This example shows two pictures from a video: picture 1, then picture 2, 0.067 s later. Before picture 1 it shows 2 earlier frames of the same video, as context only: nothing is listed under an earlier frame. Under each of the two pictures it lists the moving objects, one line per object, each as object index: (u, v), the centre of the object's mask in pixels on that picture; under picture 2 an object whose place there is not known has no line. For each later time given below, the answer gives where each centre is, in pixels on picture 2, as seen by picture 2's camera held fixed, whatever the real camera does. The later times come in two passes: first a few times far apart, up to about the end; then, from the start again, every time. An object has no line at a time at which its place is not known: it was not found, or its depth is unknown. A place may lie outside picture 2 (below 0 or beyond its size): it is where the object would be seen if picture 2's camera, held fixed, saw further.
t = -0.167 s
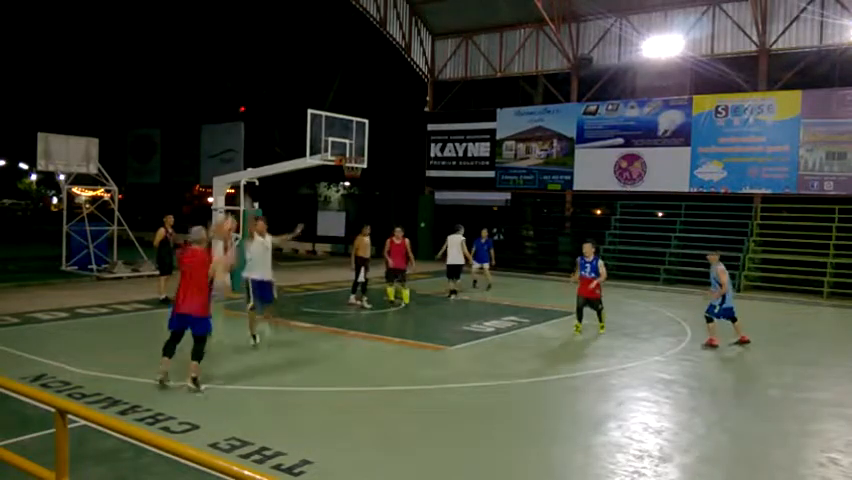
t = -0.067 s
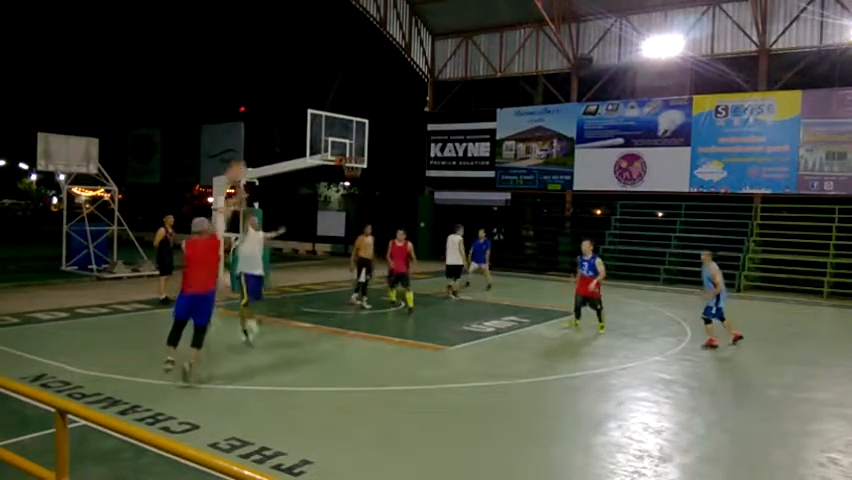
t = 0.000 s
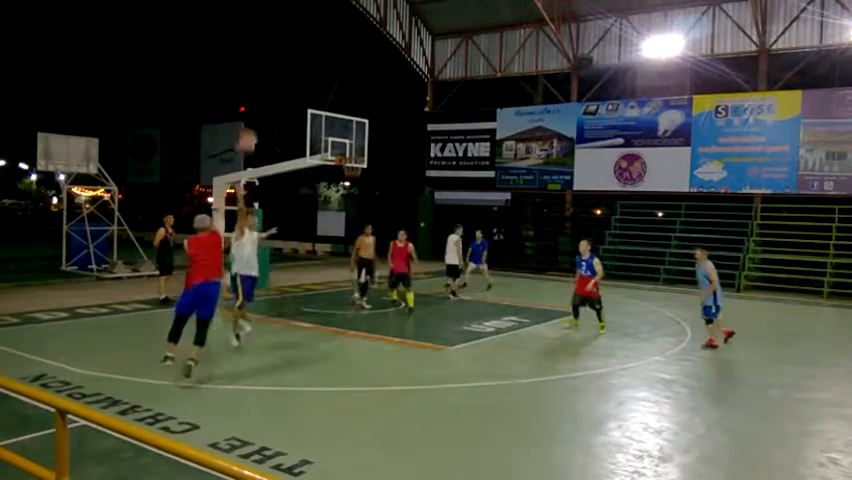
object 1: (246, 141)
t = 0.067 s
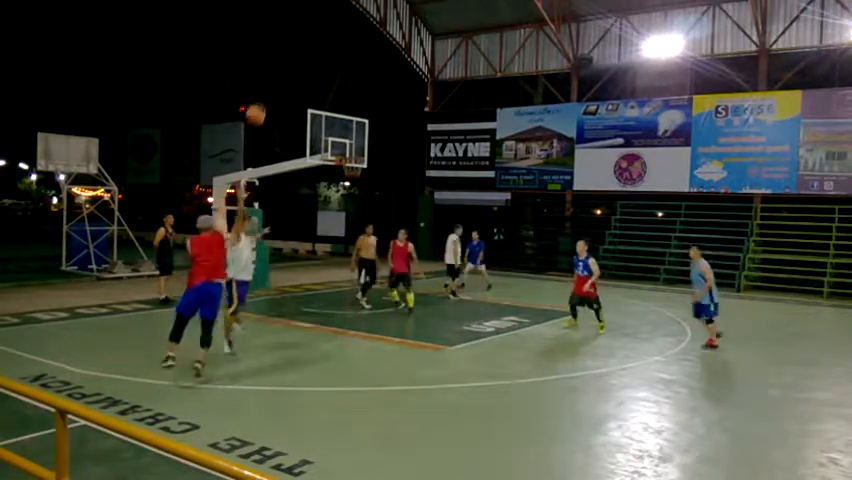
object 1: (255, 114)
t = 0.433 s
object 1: (293, 46)
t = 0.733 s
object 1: (314, 59)
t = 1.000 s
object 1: (329, 104)
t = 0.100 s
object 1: (260, 102)
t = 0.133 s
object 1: (264, 92)
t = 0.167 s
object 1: (267, 84)
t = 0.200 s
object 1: (271, 76)
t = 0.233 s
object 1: (274, 69)
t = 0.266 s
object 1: (277, 62)
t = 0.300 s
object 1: (281, 58)
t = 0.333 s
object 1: (285, 54)
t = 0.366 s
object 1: (288, 50)
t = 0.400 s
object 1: (291, 48)
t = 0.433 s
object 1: (293, 46)
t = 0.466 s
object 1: (296, 45)
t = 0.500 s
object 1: (299, 45)
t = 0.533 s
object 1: (301, 45)
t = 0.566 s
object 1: (304, 46)
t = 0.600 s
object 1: (306, 47)
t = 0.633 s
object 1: (308, 49)
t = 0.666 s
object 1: (310, 52)
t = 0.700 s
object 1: (312, 55)
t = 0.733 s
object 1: (314, 59)
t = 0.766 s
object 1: (316, 63)
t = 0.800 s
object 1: (318, 66)
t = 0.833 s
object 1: (320, 72)
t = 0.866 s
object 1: (321, 77)
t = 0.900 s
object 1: (324, 84)
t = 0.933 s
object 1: (326, 90)
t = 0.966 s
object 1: (327, 97)
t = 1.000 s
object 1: (329, 104)
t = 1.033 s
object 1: (331, 110)
